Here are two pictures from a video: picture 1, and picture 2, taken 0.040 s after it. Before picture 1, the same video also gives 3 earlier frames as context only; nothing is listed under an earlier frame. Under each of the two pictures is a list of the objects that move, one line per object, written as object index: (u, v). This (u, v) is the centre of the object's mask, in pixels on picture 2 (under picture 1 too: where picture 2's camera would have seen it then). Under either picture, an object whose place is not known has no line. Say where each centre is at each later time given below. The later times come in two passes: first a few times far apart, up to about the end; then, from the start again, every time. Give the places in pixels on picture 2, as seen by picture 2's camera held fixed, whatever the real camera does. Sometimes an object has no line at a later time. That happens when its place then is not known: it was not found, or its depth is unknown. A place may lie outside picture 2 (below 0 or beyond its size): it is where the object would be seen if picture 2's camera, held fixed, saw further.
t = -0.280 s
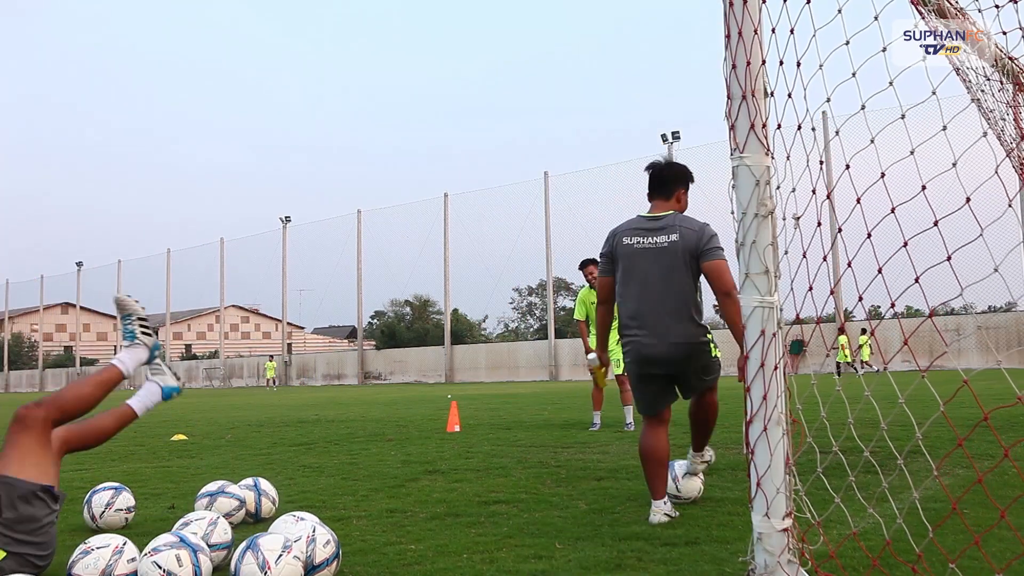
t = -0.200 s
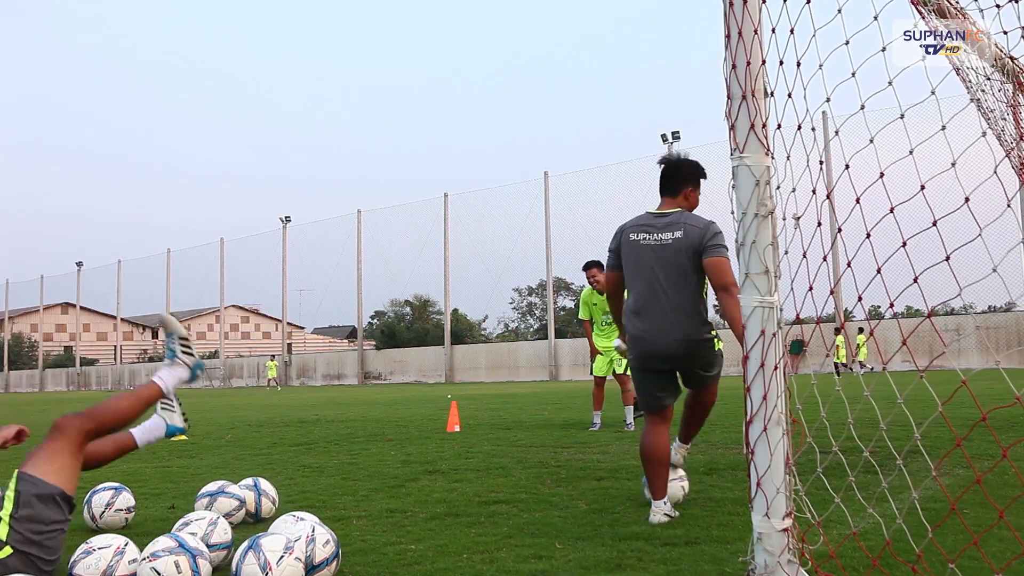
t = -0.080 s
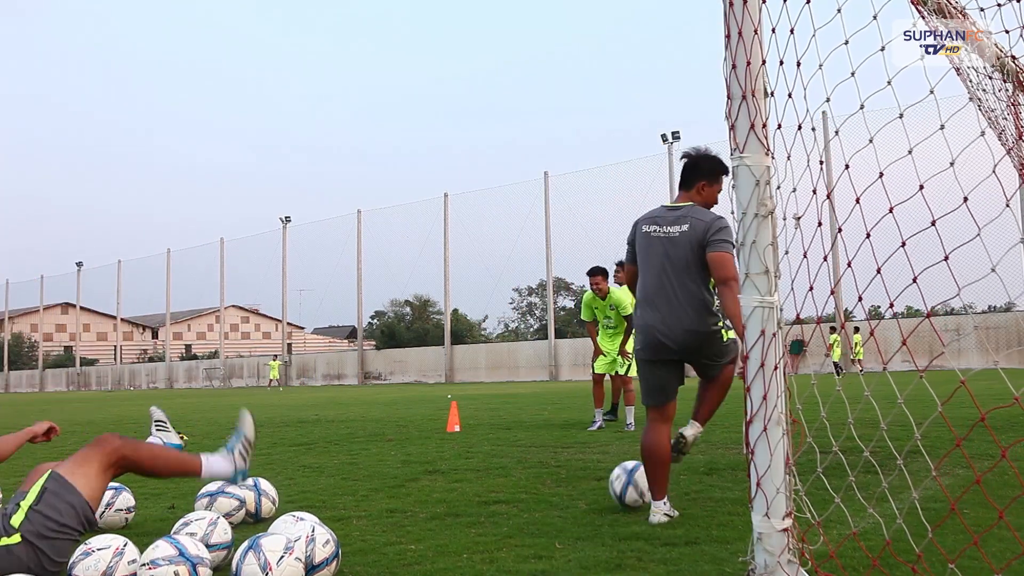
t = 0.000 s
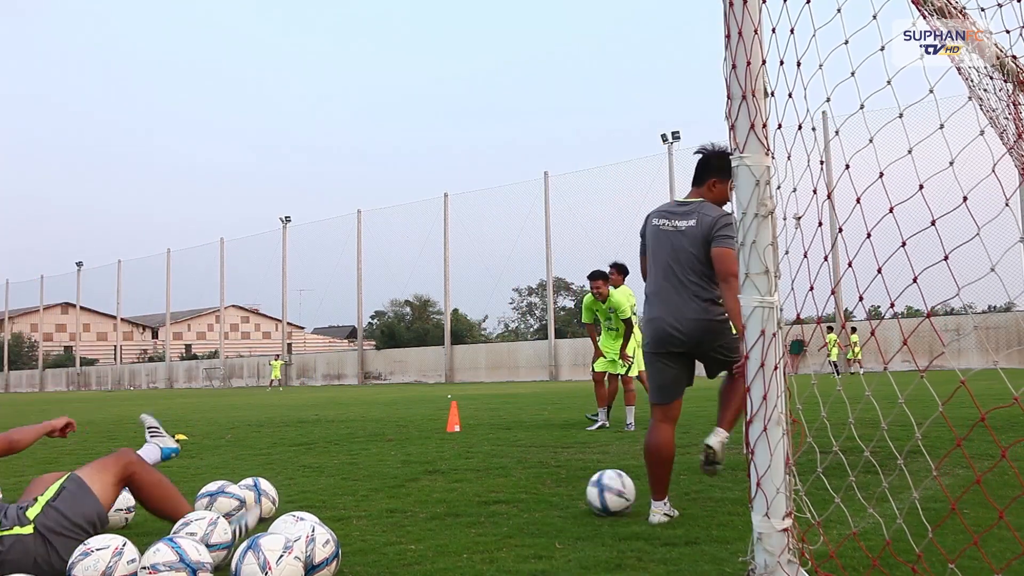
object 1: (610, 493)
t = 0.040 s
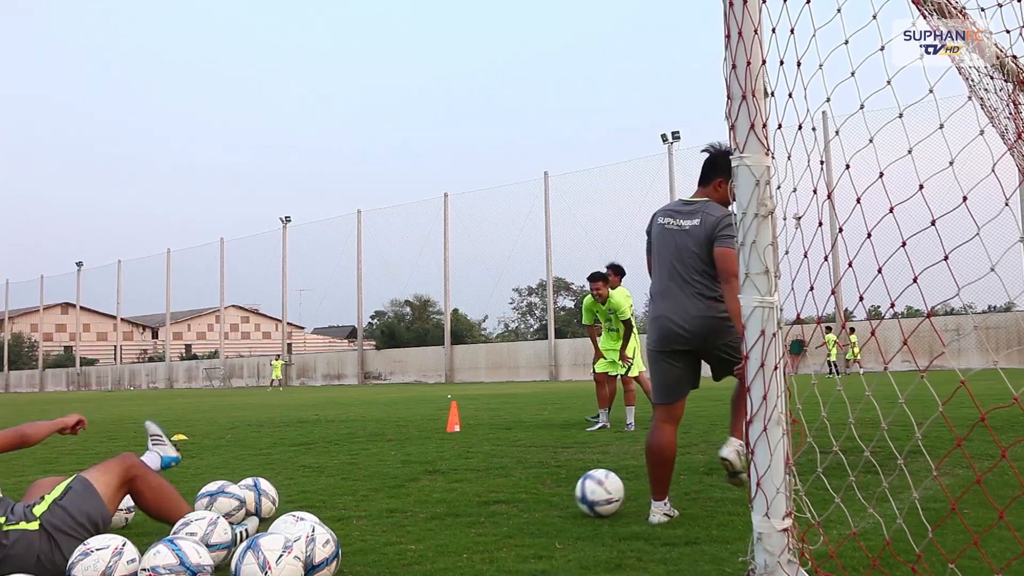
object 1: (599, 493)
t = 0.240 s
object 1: (545, 504)
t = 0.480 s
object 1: (477, 516)
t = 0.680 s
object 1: (421, 528)
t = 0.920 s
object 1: (363, 539)
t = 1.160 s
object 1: (368, 546)
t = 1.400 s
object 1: (380, 548)
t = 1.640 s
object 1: (391, 549)
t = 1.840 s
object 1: (402, 551)
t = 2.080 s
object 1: (416, 552)
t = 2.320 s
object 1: (423, 552)
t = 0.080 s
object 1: (589, 495)
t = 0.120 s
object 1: (578, 497)
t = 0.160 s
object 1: (567, 499)
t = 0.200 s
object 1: (556, 501)
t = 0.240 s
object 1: (545, 504)
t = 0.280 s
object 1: (534, 506)
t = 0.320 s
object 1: (522, 508)
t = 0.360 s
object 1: (511, 511)
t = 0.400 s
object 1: (500, 512)
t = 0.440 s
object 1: (488, 515)
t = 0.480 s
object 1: (477, 516)
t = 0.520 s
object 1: (466, 519)
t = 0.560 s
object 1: (455, 522)
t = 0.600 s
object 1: (444, 523)
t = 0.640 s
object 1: (433, 525)
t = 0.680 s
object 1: (421, 528)
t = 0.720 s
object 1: (410, 531)
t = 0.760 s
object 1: (399, 532)
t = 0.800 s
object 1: (388, 535)
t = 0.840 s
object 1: (377, 537)
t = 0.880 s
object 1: (366, 539)
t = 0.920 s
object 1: (363, 539)
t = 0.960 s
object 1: (363, 540)
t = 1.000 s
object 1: (363, 544)
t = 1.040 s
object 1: (362, 544)
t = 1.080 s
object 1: (365, 545)
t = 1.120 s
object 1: (367, 545)
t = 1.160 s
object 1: (368, 546)
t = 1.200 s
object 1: (370, 547)
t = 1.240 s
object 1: (373, 547)
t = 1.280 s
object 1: (375, 547)
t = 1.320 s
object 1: (377, 547)
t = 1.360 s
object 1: (379, 548)
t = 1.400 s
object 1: (380, 548)
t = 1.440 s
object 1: (382, 548)
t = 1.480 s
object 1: (384, 548)
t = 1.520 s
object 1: (386, 548)
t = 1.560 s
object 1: (387, 549)
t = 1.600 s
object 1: (389, 549)
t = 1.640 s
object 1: (391, 549)
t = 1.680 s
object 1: (393, 549)
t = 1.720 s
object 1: (395, 550)
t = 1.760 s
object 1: (398, 550)
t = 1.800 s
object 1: (400, 550)
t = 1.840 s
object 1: (402, 551)
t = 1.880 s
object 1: (405, 551)
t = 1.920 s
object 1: (407, 551)
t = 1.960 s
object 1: (410, 552)
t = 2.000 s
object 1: (412, 552)
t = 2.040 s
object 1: (414, 552)
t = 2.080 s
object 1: (416, 552)
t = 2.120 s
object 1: (417, 552)
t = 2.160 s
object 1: (419, 552)
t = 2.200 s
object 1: (420, 552)
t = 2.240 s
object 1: (421, 552)
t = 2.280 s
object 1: (422, 552)
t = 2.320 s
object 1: (423, 552)
